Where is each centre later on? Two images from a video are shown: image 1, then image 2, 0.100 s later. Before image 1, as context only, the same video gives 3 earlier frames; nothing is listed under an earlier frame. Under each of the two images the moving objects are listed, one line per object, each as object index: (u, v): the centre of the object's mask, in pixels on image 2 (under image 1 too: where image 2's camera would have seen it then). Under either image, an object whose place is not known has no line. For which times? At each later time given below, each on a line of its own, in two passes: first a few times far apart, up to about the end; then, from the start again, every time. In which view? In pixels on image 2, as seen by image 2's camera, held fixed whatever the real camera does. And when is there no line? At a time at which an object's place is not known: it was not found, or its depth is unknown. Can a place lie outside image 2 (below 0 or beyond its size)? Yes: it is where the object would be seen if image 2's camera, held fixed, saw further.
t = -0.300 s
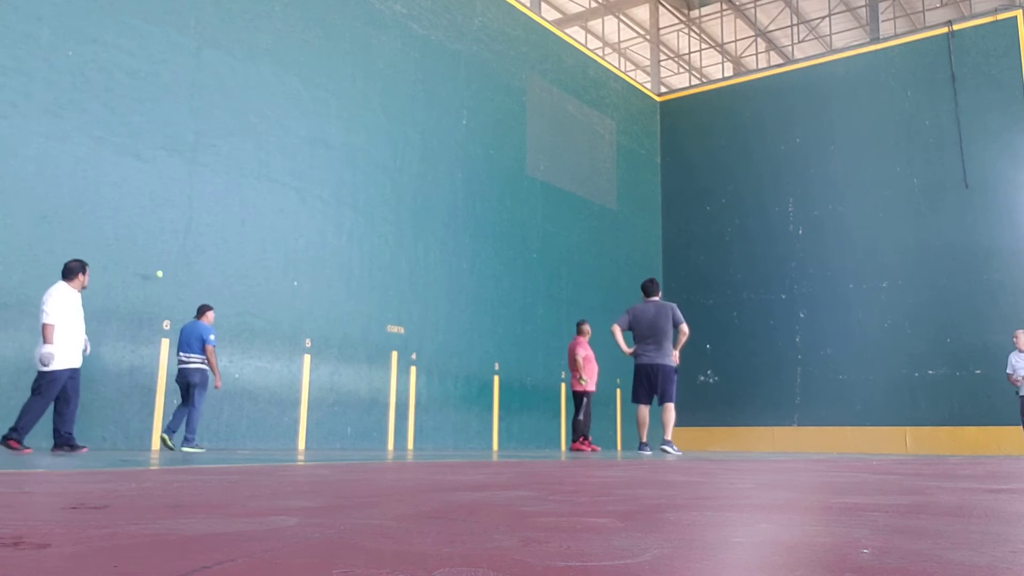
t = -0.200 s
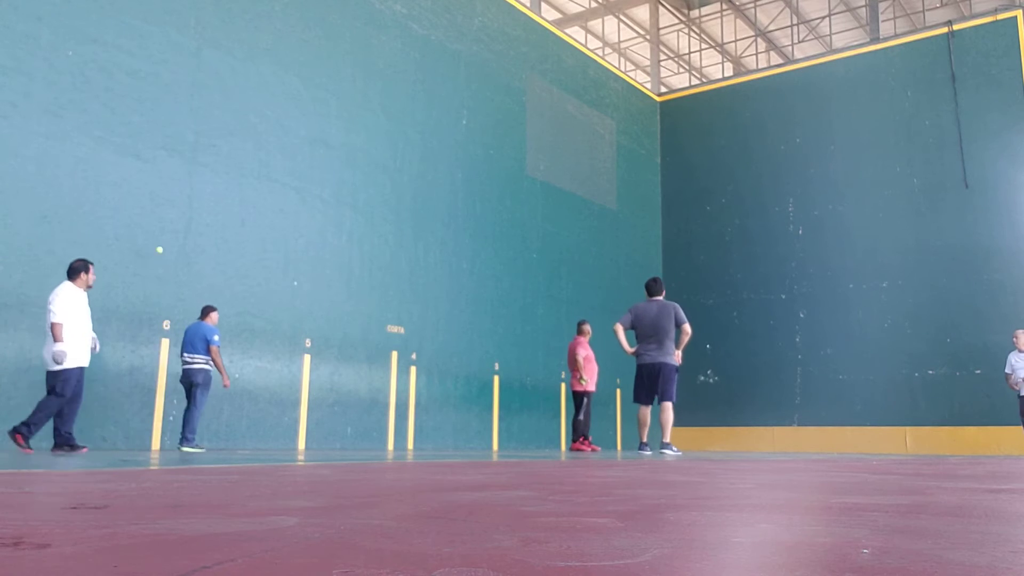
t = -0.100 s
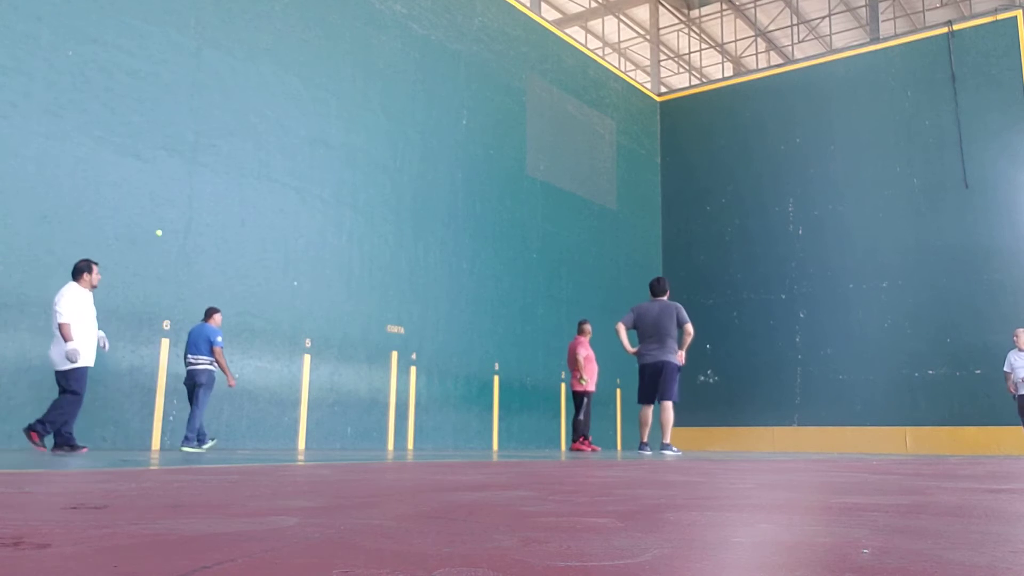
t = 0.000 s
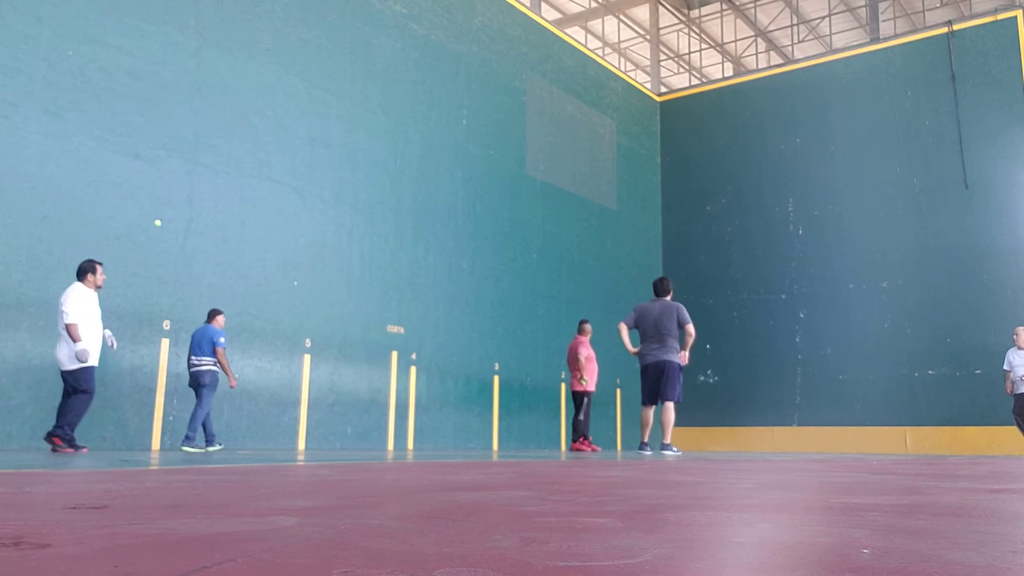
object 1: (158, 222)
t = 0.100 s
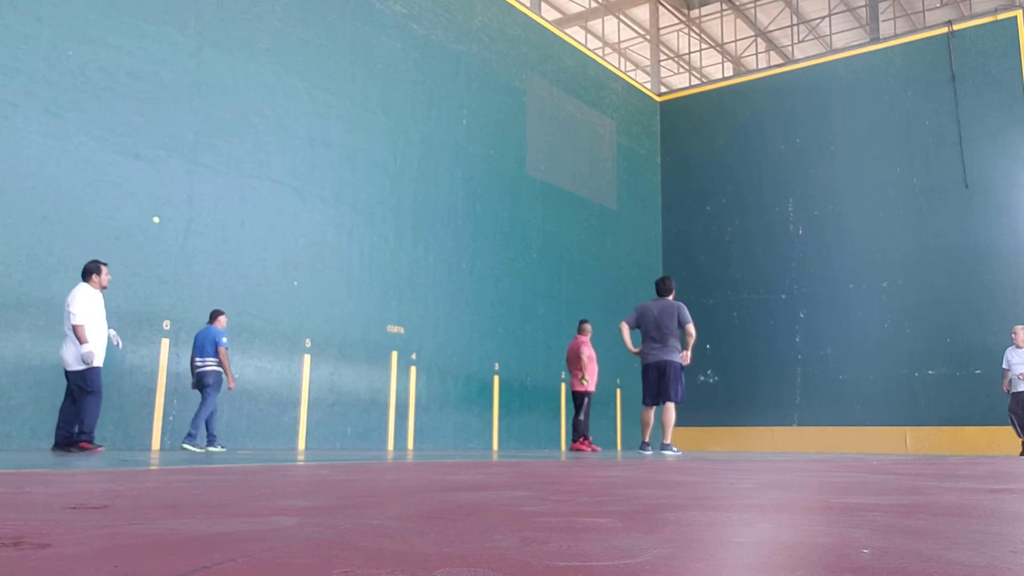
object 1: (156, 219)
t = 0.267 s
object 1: (151, 230)
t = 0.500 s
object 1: (143, 282)
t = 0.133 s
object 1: (155, 220)
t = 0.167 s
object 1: (154, 221)
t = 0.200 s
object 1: (153, 223)
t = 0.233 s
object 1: (152, 226)
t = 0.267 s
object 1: (151, 230)
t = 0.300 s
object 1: (150, 235)
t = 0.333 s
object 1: (149, 241)
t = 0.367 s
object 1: (148, 247)
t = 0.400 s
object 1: (147, 255)
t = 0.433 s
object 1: (145, 263)
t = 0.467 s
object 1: (144, 272)
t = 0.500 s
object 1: (143, 282)
